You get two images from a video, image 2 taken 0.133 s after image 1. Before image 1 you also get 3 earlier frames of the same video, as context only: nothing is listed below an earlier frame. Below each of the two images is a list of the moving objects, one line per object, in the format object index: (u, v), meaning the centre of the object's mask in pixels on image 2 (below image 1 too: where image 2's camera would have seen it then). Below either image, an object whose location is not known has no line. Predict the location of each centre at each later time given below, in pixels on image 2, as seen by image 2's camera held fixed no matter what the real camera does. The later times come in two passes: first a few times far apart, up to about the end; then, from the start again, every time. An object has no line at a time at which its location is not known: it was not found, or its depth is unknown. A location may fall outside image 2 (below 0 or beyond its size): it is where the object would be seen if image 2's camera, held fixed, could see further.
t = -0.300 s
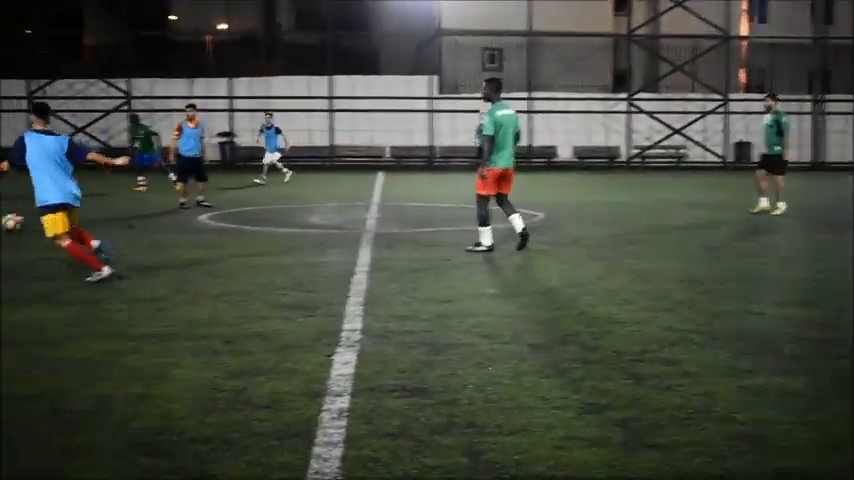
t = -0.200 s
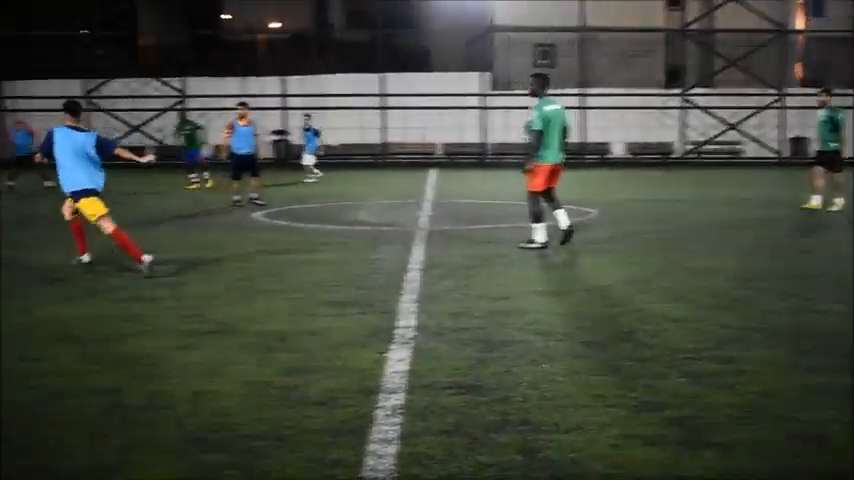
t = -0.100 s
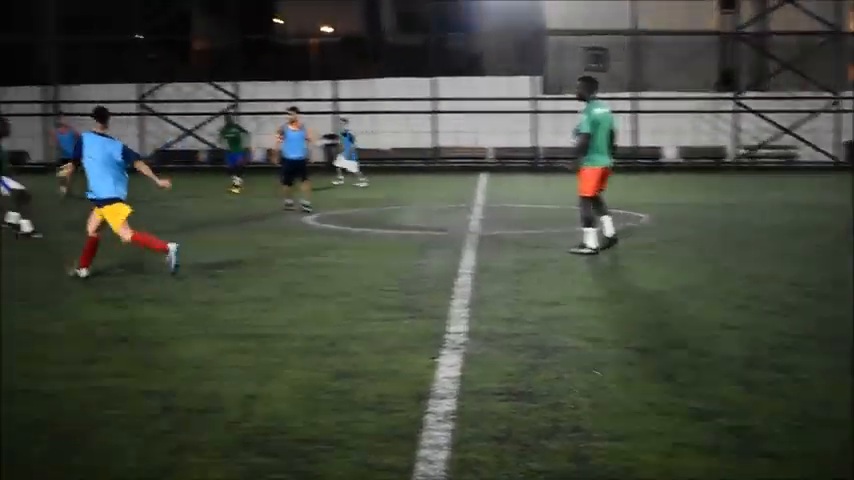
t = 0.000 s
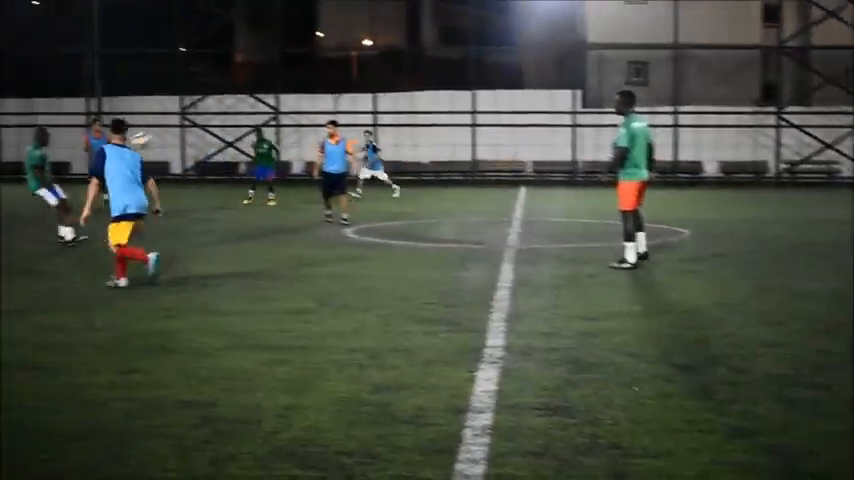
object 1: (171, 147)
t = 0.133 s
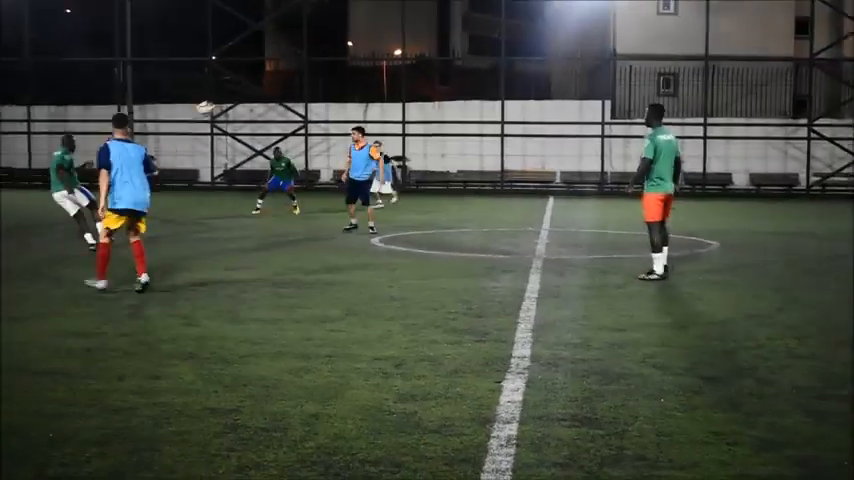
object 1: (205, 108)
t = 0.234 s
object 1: (227, 89)
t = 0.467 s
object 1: (266, 73)
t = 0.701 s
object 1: (295, 87)
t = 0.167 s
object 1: (213, 102)
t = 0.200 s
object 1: (220, 95)
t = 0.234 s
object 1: (227, 89)
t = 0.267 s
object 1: (233, 85)
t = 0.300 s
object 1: (239, 81)
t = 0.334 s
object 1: (245, 78)
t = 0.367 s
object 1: (250, 76)
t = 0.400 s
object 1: (256, 74)
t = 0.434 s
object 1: (261, 73)
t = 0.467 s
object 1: (266, 73)
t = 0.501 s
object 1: (270, 73)
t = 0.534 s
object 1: (275, 74)
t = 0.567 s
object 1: (279, 76)
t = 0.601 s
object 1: (283, 78)
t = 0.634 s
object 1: (288, 80)
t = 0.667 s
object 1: (291, 84)
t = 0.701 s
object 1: (295, 87)
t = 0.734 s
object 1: (298, 92)
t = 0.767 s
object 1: (302, 96)
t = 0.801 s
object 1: (305, 101)
